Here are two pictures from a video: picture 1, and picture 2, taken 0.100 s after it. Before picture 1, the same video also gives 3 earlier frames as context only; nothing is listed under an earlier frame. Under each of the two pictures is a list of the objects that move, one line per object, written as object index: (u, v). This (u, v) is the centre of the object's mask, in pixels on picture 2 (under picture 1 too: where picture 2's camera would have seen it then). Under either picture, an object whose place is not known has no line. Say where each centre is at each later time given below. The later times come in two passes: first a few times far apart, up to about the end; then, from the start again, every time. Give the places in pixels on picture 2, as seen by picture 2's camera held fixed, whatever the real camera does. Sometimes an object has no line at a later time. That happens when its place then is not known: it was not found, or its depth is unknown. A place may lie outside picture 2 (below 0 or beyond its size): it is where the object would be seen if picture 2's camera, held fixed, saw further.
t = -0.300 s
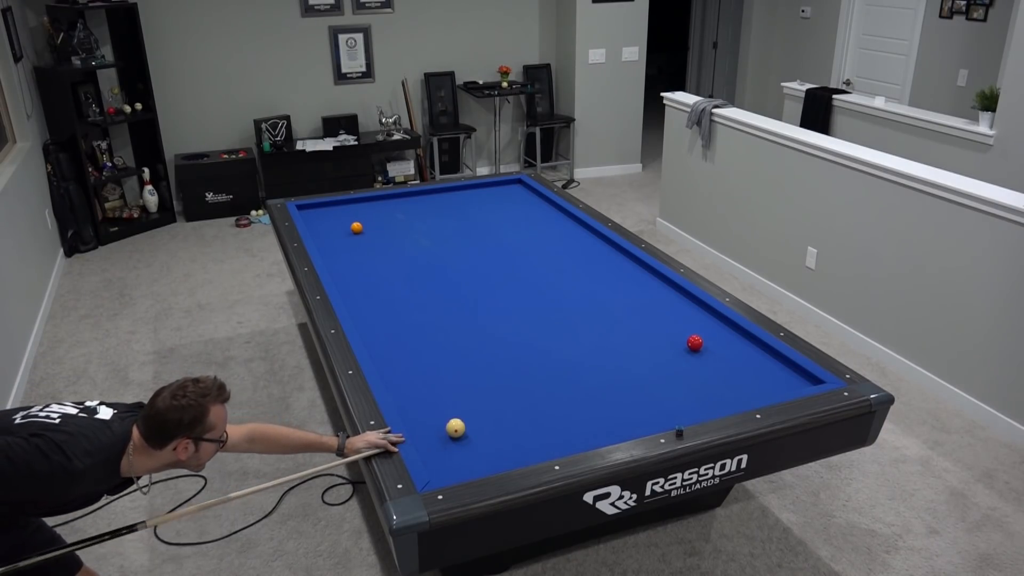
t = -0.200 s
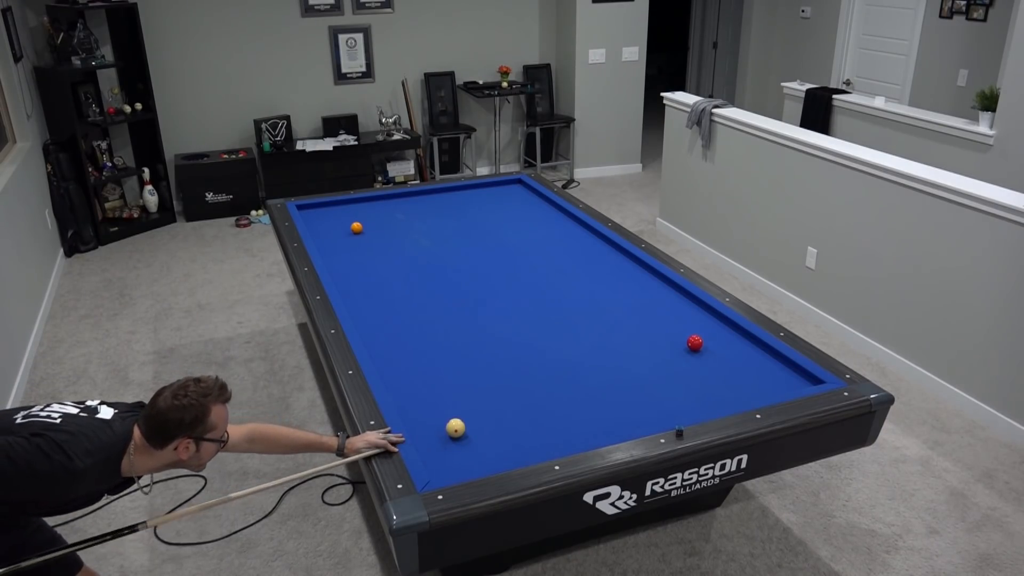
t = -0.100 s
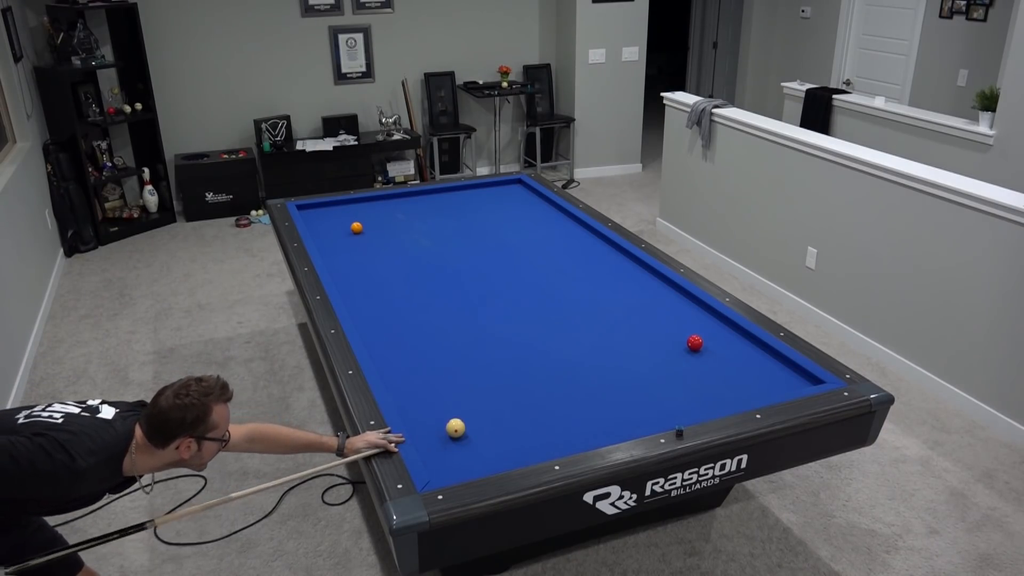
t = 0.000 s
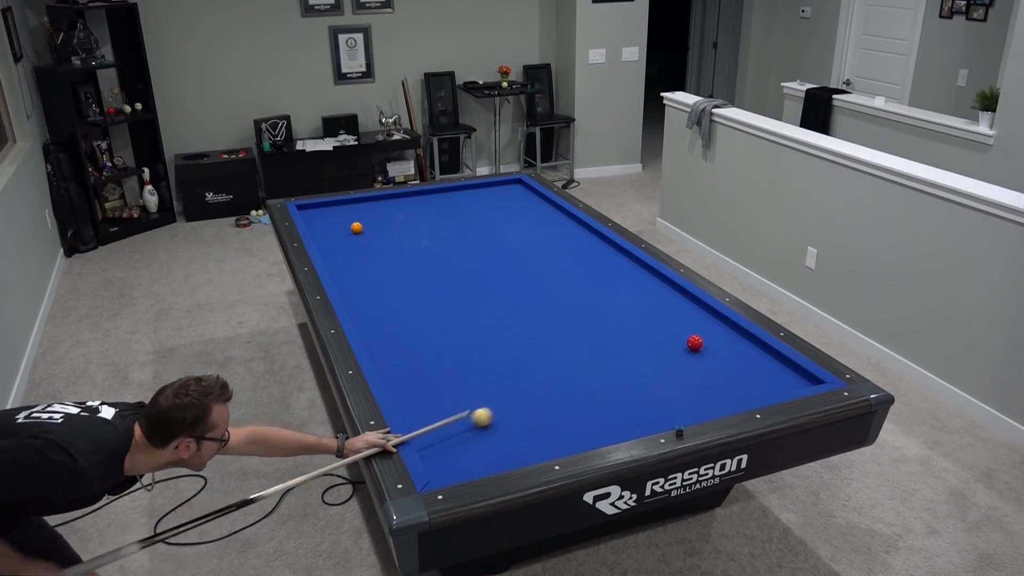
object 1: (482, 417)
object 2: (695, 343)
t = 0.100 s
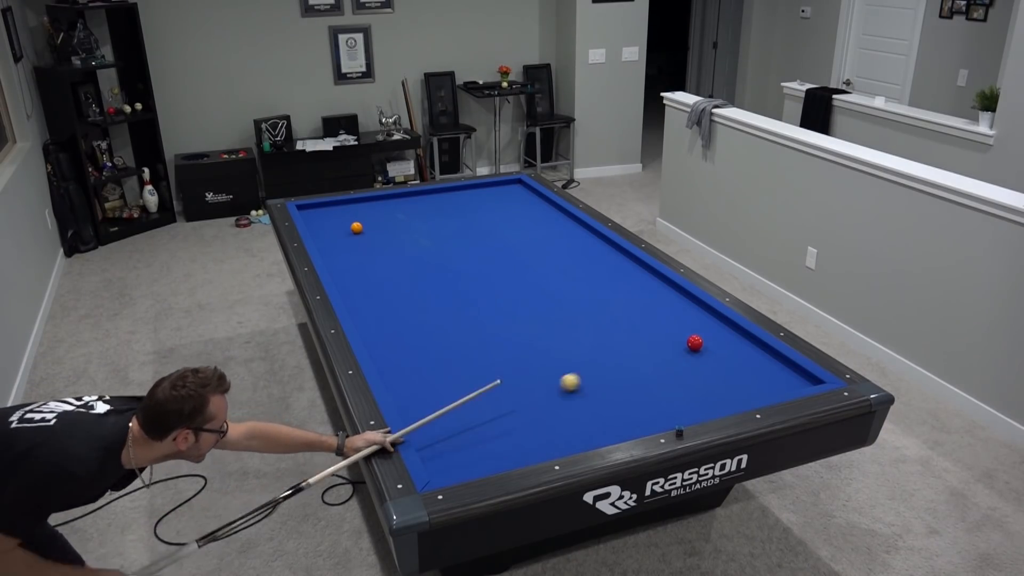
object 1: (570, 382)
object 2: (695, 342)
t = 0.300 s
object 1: (702, 323)
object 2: (706, 346)
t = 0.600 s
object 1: (518, 302)
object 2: (758, 360)
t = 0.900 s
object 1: (355, 285)
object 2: (798, 374)
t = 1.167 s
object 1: (393, 259)
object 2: (795, 383)
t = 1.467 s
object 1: (432, 236)
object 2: (771, 377)
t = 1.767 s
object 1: (463, 216)
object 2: (749, 372)
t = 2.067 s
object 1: (491, 198)
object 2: (728, 367)
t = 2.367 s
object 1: (515, 183)
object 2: (709, 362)
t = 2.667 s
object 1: (502, 186)
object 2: (692, 358)
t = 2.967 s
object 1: (487, 193)
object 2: (676, 354)
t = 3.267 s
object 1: (472, 200)
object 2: (661, 350)
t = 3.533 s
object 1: (458, 207)
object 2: (649, 348)
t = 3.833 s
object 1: (442, 214)
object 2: (637, 345)
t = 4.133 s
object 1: (426, 221)
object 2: (626, 342)
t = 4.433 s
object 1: (410, 228)
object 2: (615, 340)
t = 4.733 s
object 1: (393, 236)
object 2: (607, 338)
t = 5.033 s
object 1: (376, 243)
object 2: (599, 337)
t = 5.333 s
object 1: (359, 251)
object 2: (592, 335)
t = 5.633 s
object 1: (342, 259)
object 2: (586, 334)
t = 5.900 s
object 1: (332, 265)
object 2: (582, 333)
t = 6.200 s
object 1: (347, 267)
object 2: (579, 333)
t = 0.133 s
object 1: (597, 372)
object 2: (695, 343)
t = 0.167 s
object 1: (622, 362)
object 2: (695, 343)
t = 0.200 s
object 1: (647, 352)
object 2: (695, 343)
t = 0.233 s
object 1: (670, 343)
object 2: (695, 343)
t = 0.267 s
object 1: (688, 333)
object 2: (699, 344)
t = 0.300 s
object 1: (702, 323)
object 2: (706, 346)
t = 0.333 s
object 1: (714, 313)
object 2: (713, 348)
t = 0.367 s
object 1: (687, 312)
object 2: (719, 349)
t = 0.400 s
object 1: (660, 311)
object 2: (725, 351)
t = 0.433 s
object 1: (635, 309)
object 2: (730, 352)
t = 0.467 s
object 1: (610, 308)
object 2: (736, 354)
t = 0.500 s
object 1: (586, 307)
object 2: (741, 356)
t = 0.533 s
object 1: (563, 305)
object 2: (747, 357)
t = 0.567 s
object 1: (540, 303)
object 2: (752, 358)
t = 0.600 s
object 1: (518, 302)
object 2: (758, 360)
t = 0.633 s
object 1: (497, 300)
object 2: (764, 361)
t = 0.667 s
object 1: (476, 298)
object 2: (769, 363)
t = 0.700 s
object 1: (457, 296)
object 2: (775, 364)
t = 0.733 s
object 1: (438, 294)
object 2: (781, 366)
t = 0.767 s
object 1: (420, 293)
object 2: (787, 367)
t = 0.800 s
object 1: (403, 291)
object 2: (793, 369)
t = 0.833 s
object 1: (386, 289)
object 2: (796, 371)
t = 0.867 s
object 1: (370, 287)
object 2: (797, 373)
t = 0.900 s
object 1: (355, 285)
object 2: (798, 374)
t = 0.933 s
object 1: (340, 283)
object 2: (799, 377)
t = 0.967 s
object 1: (346, 279)
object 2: (800, 378)
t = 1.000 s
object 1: (356, 276)
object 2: (801, 380)
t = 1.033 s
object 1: (365, 272)
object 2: (801, 381)
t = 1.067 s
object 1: (373, 269)
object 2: (802, 382)
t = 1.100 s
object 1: (380, 266)
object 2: (801, 383)
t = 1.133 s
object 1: (387, 263)
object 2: (798, 383)
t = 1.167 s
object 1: (393, 259)
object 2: (795, 383)
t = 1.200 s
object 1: (399, 257)
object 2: (793, 382)
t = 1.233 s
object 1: (403, 254)
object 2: (790, 382)
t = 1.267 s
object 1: (408, 251)
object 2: (787, 381)
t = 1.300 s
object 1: (412, 248)
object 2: (784, 381)
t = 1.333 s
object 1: (416, 246)
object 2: (782, 380)
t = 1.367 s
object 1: (420, 243)
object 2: (779, 379)
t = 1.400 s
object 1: (424, 241)
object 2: (776, 379)
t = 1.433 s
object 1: (428, 238)
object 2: (774, 378)
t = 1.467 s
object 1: (432, 236)
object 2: (771, 377)
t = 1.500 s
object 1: (436, 233)
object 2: (768, 377)
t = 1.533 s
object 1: (439, 231)
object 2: (766, 376)
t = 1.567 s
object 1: (443, 229)
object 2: (764, 375)
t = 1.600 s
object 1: (447, 226)
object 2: (761, 375)
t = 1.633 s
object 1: (450, 224)
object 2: (758, 374)
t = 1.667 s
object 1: (453, 222)
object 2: (756, 374)
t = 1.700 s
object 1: (457, 220)
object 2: (753, 373)
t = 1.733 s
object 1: (460, 218)
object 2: (751, 373)
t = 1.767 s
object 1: (463, 216)
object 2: (749, 372)
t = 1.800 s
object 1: (467, 213)
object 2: (746, 371)
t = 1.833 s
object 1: (470, 211)
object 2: (744, 371)
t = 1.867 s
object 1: (473, 209)
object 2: (742, 370)
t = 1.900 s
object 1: (476, 207)
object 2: (739, 370)
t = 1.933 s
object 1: (479, 206)
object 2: (737, 369)
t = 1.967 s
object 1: (482, 204)
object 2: (735, 368)
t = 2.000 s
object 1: (485, 202)
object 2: (733, 368)
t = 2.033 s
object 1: (488, 200)
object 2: (730, 367)
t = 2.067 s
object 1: (491, 198)
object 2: (728, 367)
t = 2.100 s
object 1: (494, 196)
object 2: (726, 366)
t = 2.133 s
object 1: (496, 194)
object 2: (724, 366)
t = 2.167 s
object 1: (499, 193)
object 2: (722, 365)
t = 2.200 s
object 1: (502, 191)
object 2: (720, 365)
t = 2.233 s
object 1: (504, 189)
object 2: (717, 364)
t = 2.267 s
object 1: (507, 188)
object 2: (716, 364)
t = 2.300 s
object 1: (510, 186)
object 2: (713, 363)
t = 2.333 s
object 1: (512, 184)
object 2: (711, 363)
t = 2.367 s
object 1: (515, 183)
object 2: (709, 362)
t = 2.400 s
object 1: (517, 181)
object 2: (707, 362)
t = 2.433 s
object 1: (515, 181)
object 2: (705, 361)
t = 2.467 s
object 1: (513, 182)
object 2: (703, 361)
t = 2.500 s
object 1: (511, 183)
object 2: (701, 360)
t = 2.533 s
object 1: (509, 184)
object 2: (699, 360)
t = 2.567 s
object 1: (507, 184)
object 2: (698, 359)
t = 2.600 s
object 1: (505, 185)
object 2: (696, 359)
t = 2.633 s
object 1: (504, 186)
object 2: (694, 358)
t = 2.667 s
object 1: (502, 186)
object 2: (692, 358)
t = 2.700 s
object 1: (500, 187)
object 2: (690, 358)
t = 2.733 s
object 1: (499, 188)
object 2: (688, 357)
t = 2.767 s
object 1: (497, 189)
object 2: (686, 357)
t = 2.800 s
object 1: (496, 190)
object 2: (685, 356)
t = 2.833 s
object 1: (494, 190)
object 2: (683, 356)
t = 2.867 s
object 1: (492, 191)
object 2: (681, 355)
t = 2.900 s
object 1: (491, 192)
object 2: (679, 355)
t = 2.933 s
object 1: (489, 193)
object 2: (678, 355)
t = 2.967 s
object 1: (487, 193)
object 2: (676, 354)
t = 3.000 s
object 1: (486, 194)
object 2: (674, 354)
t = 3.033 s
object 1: (484, 195)
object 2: (672, 353)
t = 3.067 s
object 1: (482, 195)
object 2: (671, 353)
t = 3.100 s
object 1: (480, 196)
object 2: (669, 352)
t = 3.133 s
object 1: (479, 197)
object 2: (667, 352)
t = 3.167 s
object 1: (477, 198)
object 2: (666, 352)
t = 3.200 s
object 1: (475, 199)
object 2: (664, 351)
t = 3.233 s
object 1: (474, 200)
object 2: (662, 351)
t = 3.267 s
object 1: (472, 200)
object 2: (661, 350)
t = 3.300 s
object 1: (470, 201)
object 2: (659, 350)
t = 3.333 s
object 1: (469, 202)
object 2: (658, 350)
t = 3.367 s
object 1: (467, 203)
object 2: (656, 350)
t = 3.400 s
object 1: (465, 203)
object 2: (655, 349)
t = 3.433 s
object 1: (464, 204)
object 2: (653, 349)
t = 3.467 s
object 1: (462, 205)
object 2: (652, 349)
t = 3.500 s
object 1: (460, 206)
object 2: (650, 349)
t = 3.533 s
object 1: (458, 207)
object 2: (649, 348)
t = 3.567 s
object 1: (456, 207)
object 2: (647, 348)
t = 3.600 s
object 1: (455, 208)
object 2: (646, 348)
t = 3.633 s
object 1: (453, 209)
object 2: (644, 347)
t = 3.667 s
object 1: (451, 210)
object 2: (643, 347)
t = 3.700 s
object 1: (450, 210)
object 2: (642, 346)
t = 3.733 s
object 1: (448, 211)
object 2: (640, 346)
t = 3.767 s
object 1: (446, 212)
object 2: (639, 346)
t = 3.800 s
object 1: (444, 213)
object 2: (638, 346)
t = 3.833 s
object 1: (442, 214)
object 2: (637, 345)
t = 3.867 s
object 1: (441, 215)
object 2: (635, 345)
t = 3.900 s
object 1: (439, 215)
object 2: (634, 345)
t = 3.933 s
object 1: (437, 216)
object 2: (633, 344)
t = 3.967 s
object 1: (435, 217)
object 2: (631, 344)
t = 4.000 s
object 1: (434, 218)
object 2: (630, 344)
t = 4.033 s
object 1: (432, 218)
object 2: (629, 343)
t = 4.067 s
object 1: (430, 219)
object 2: (628, 343)
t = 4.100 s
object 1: (428, 220)
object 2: (627, 343)
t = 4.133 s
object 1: (426, 221)
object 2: (626, 342)
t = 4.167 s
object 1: (425, 222)
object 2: (624, 342)
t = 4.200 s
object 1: (423, 222)
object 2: (623, 342)
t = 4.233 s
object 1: (421, 223)
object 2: (622, 342)
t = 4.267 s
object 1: (419, 224)
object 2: (621, 341)
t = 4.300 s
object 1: (417, 225)
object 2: (620, 341)
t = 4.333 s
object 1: (416, 226)
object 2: (619, 341)
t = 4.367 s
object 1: (414, 227)
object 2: (618, 341)
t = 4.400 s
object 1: (412, 228)
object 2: (617, 341)
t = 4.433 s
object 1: (410, 228)
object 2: (615, 340)
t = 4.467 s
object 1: (408, 229)
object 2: (614, 340)
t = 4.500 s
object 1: (406, 230)
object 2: (613, 340)
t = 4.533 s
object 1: (405, 231)
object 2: (612, 340)
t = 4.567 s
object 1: (403, 231)
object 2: (611, 339)
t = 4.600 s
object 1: (401, 232)
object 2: (610, 339)
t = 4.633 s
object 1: (399, 233)
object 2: (609, 339)
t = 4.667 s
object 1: (397, 234)
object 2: (608, 339)
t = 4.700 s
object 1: (395, 235)
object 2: (608, 339)
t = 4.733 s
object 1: (393, 236)
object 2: (607, 338)
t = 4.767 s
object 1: (391, 237)
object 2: (606, 338)
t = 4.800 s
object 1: (390, 237)
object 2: (605, 338)
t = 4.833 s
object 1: (388, 238)
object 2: (604, 338)
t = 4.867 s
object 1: (386, 239)
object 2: (603, 338)
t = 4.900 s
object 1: (384, 240)
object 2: (602, 338)
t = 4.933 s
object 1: (382, 241)
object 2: (601, 337)
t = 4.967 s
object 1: (380, 242)
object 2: (601, 337)
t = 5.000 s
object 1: (378, 243)
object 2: (600, 337)
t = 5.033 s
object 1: (376, 243)
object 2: (599, 337)
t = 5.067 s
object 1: (374, 244)
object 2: (598, 337)
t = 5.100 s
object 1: (372, 245)
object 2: (597, 336)
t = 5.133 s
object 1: (371, 246)
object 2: (596, 336)
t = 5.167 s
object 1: (369, 247)
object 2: (596, 336)
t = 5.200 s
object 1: (367, 248)
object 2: (595, 336)
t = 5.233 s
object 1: (365, 249)
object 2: (594, 336)
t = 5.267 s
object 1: (363, 249)
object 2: (593, 336)
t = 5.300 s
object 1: (361, 250)
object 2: (593, 336)
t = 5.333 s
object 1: (359, 251)
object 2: (592, 335)
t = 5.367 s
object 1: (357, 252)
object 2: (591, 335)
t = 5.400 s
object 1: (355, 253)
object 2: (591, 335)
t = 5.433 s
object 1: (353, 253)
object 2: (590, 335)
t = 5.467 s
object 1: (351, 254)
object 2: (589, 335)
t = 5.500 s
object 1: (349, 255)
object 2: (589, 335)
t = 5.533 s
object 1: (347, 256)
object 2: (588, 334)
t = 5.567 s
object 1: (346, 257)
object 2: (588, 334)
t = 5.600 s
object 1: (344, 258)
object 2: (587, 334)
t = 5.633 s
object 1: (342, 259)
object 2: (586, 334)
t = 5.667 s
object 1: (340, 260)
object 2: (586, 334)
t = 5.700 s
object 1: (338, 260)
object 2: (585, 334)
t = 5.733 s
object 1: (336, 261)
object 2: (585, 334)
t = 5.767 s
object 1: (334, 262)
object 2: (584, 334)
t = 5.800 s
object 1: (332, 263)
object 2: (584, 334)
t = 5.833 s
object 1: (330, 264)
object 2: (583, 334)
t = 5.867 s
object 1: (331, 264)
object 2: (583, 334)
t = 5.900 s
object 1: (332, 265)
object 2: (582, 333)
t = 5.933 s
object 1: (334, 265)
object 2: (582, 333)
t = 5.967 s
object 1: (336, 265)
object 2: (581, 333)
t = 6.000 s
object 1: (337, 266)
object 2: (581, 333)
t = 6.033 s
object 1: (339, 266)
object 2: (580, 333)
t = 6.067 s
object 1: (340, 266)
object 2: (580, 333)
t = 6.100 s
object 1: (342, 266)
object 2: (580, 333)
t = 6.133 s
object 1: (343, 267)
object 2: (579, 333)
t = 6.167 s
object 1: (345, 267)
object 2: (579, 333)
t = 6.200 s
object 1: (347, 267)
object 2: (579, 333)
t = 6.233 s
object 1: (348, 268)
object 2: (578, 333)
